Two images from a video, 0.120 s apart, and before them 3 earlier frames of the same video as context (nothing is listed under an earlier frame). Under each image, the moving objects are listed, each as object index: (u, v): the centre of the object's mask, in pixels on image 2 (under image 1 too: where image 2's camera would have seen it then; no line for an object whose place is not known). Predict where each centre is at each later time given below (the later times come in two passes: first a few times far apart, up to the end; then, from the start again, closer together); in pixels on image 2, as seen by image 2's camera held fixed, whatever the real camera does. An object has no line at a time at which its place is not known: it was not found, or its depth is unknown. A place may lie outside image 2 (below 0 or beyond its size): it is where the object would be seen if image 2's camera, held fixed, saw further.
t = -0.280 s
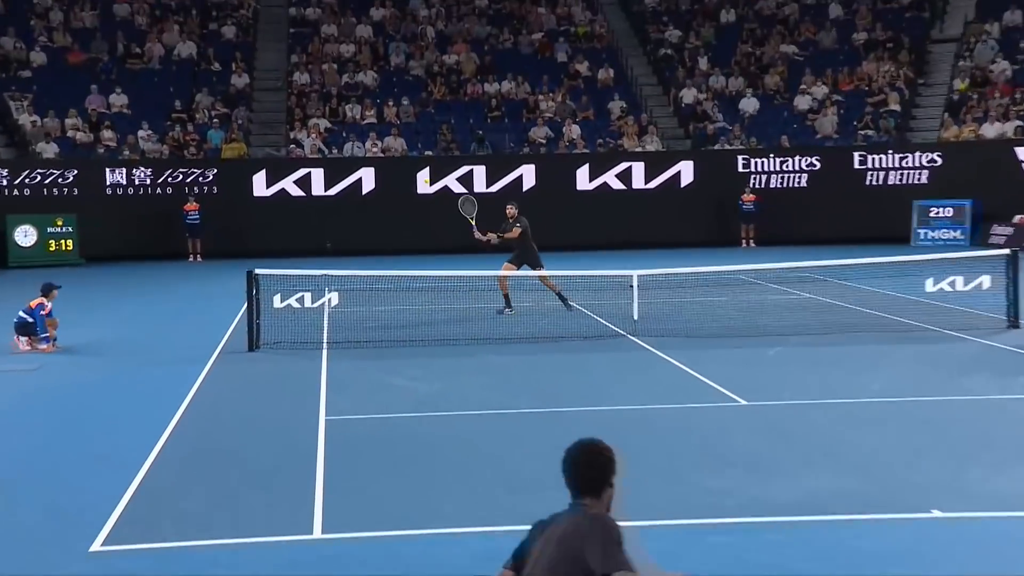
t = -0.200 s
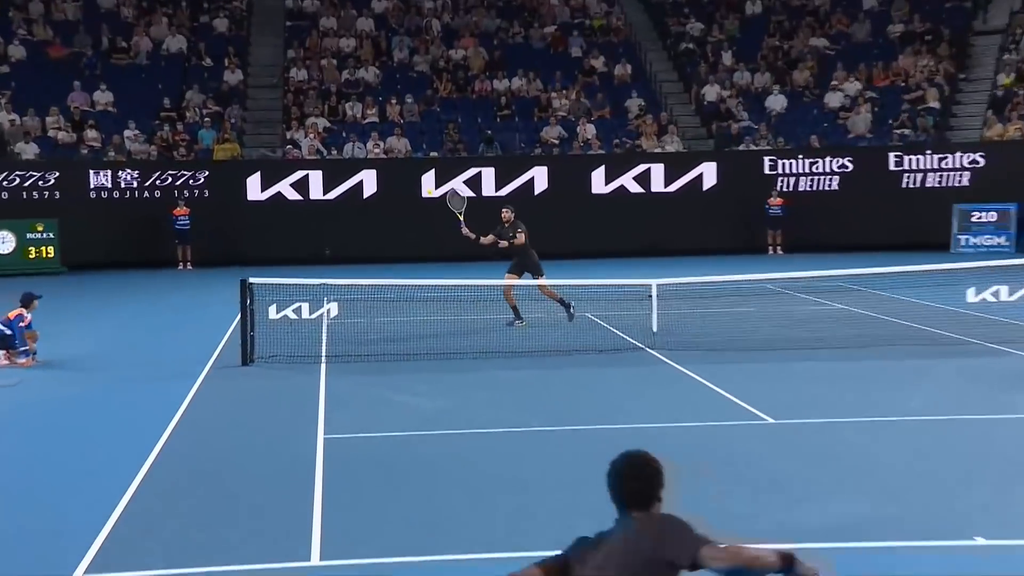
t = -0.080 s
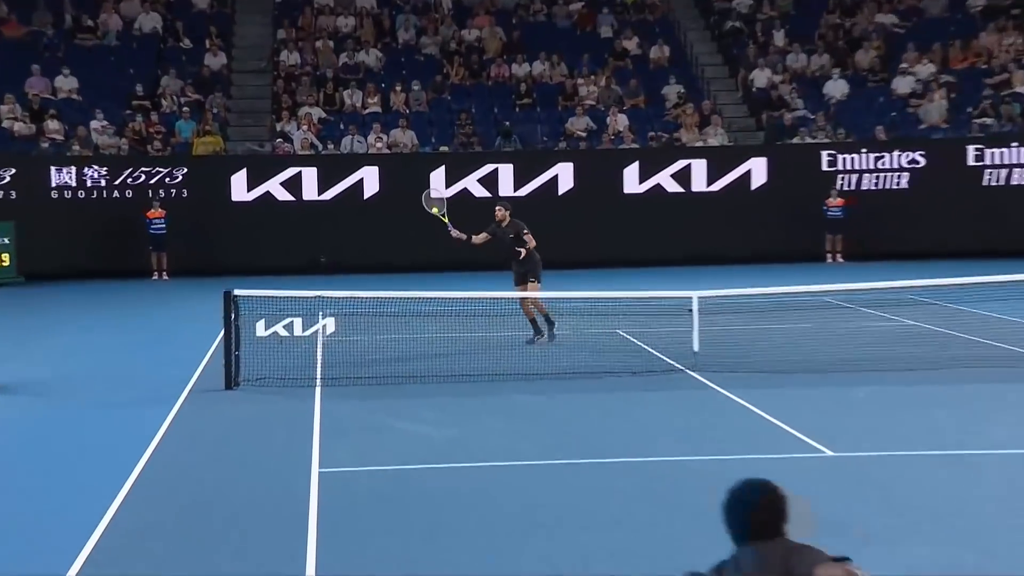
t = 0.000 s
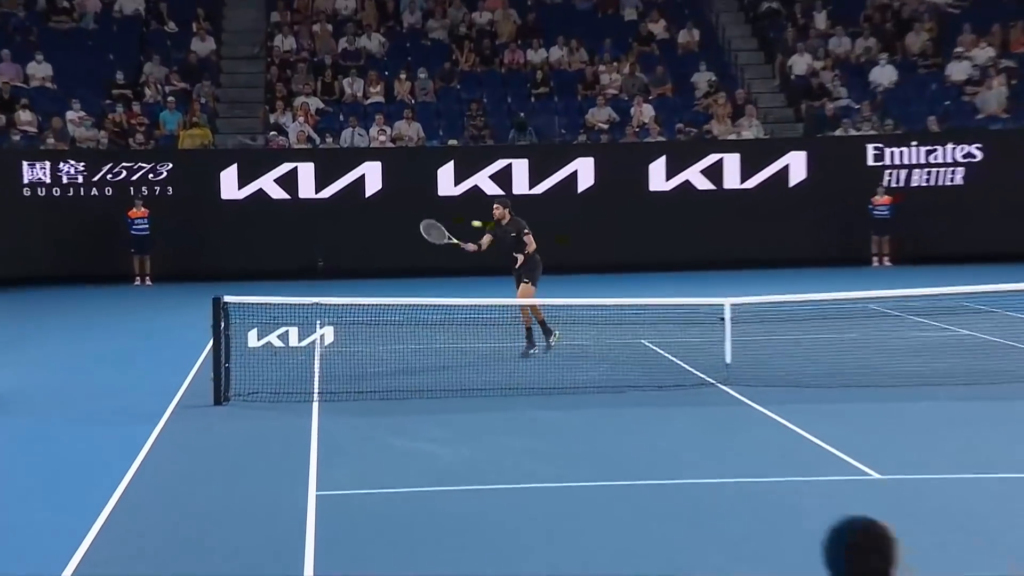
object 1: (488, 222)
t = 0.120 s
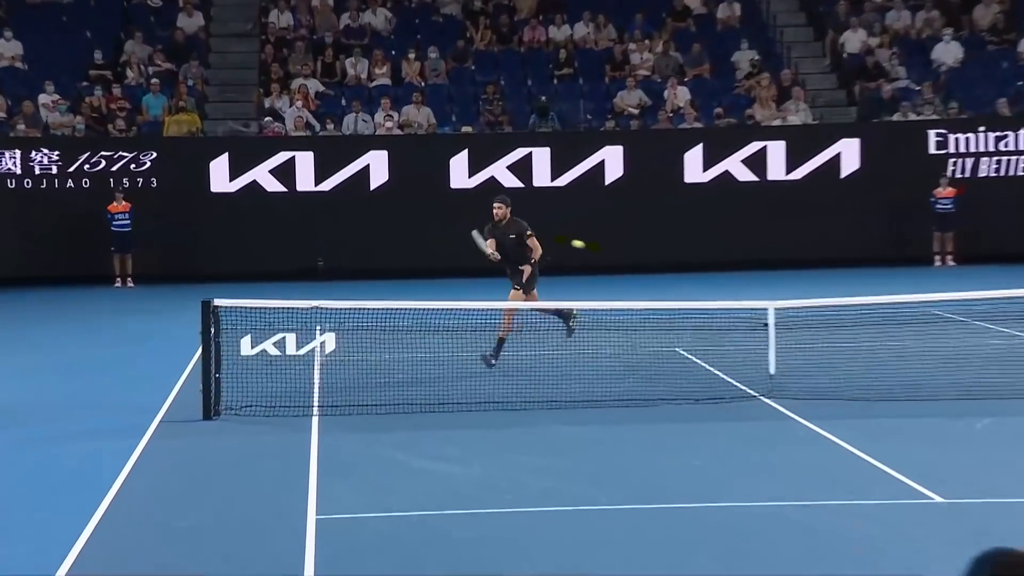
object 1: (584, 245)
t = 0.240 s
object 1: (674, 278)
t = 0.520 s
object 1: (874, 377)
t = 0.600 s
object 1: (940, 417)
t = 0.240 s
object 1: (674, 278)
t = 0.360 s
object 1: (757, 315)
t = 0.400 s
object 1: (784, 328)
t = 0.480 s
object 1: (842, 360)
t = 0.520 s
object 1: (874, 377)
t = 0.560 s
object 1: (902, 394)
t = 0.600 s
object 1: (940, 417)
